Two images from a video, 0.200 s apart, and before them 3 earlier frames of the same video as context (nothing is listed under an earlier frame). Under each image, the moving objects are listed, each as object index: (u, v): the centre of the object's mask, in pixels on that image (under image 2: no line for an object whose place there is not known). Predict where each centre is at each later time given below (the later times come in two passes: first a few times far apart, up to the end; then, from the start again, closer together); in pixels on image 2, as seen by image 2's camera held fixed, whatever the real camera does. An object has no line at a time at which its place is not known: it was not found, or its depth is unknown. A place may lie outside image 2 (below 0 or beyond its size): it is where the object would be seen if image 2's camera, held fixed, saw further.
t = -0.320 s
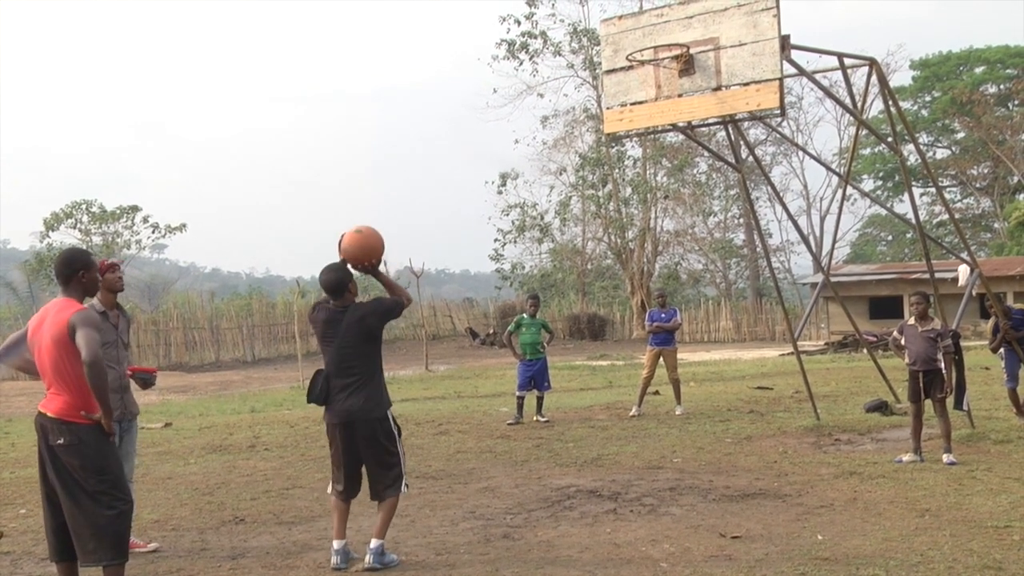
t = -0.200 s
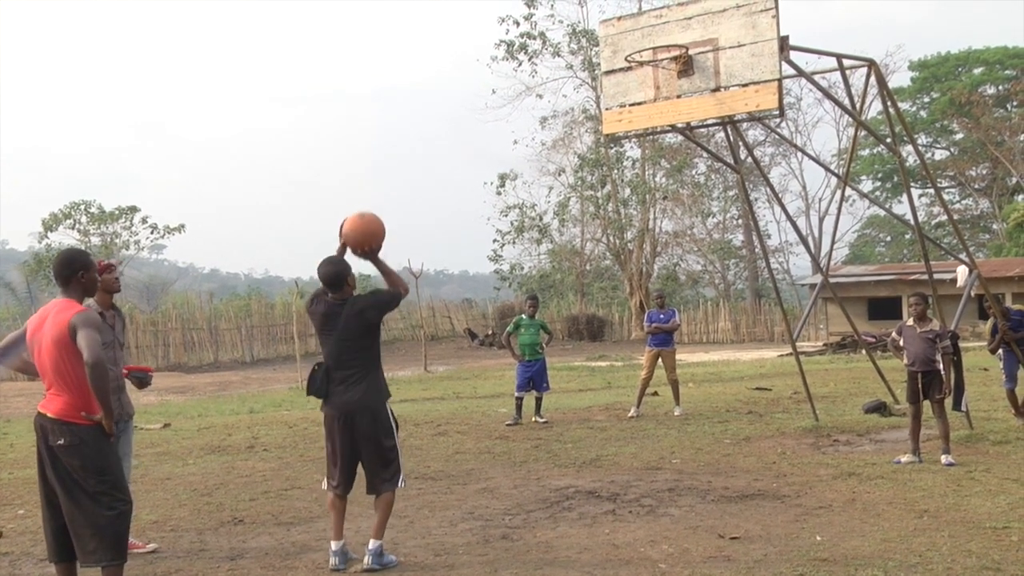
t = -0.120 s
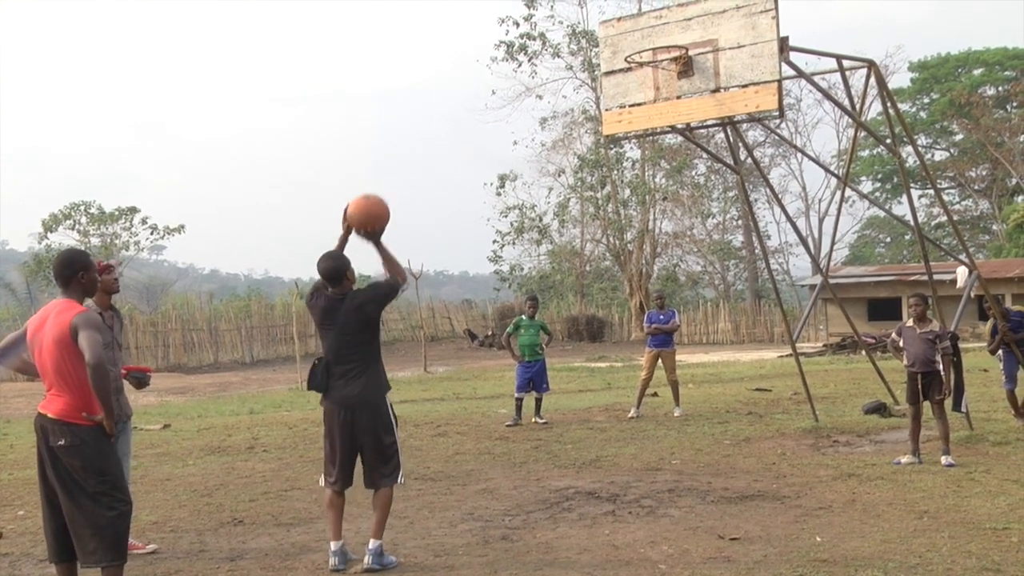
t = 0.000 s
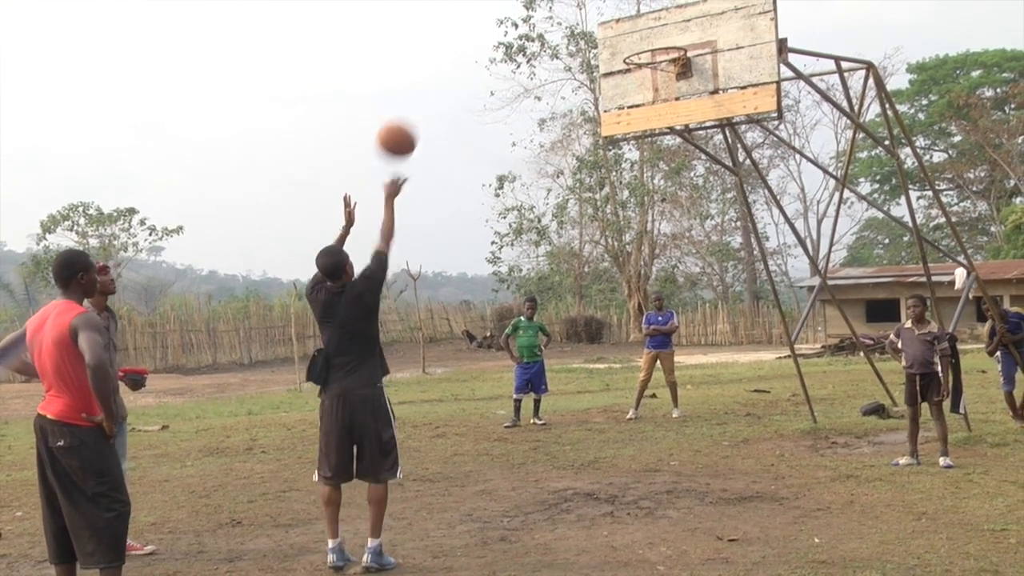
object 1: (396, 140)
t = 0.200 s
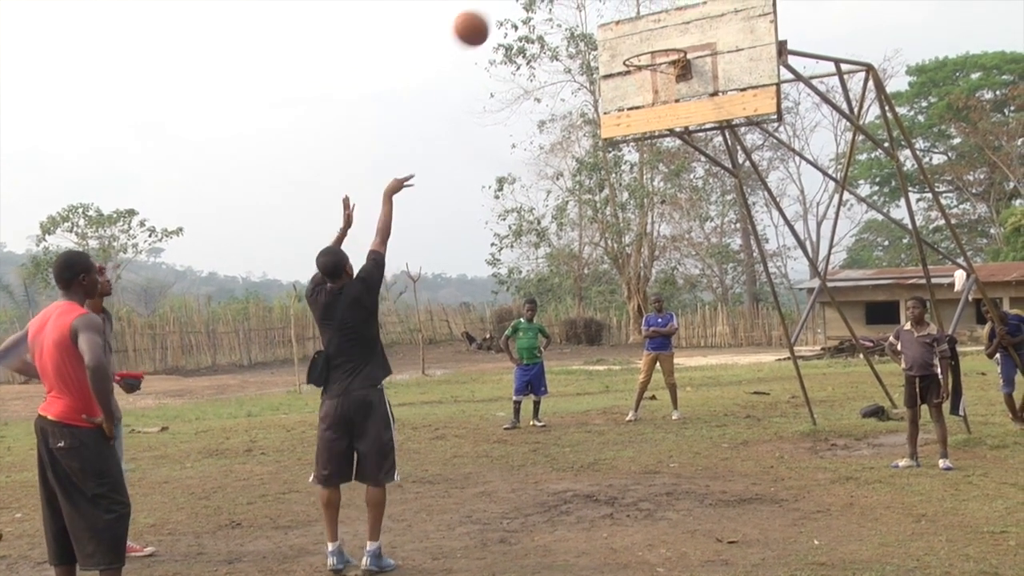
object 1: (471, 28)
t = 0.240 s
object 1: (485, 15)
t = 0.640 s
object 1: (608, 16)
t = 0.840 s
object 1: (669, 67)
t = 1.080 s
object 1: (657, 112)
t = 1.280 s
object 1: (639, 205)
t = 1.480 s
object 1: (623, 359)
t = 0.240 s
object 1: (485, 15)
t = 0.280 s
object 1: (498, 9)
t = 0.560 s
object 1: (585, 5)
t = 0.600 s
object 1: (597, 9)
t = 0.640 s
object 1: (608, 16)
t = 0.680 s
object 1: (619, 29)
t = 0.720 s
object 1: (629, 41)
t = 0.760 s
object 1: (641, 55)
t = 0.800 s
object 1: (657, 63)
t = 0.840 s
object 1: (669, 67)
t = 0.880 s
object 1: (674, 73)
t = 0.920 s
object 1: (673, 76)
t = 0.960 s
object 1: (668, 82)
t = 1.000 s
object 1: (665, 89)
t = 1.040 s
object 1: (661, 100)
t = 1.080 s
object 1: (657, 112)
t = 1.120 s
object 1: (653, 126)
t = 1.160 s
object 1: (650, 143)
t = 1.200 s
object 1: (646, 160)
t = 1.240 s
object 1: (642, 182)
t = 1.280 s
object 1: (639, 205)
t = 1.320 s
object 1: (635, 231)
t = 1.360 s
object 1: (632, 260)
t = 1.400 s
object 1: (629, 291)
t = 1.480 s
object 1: (623, 359)
